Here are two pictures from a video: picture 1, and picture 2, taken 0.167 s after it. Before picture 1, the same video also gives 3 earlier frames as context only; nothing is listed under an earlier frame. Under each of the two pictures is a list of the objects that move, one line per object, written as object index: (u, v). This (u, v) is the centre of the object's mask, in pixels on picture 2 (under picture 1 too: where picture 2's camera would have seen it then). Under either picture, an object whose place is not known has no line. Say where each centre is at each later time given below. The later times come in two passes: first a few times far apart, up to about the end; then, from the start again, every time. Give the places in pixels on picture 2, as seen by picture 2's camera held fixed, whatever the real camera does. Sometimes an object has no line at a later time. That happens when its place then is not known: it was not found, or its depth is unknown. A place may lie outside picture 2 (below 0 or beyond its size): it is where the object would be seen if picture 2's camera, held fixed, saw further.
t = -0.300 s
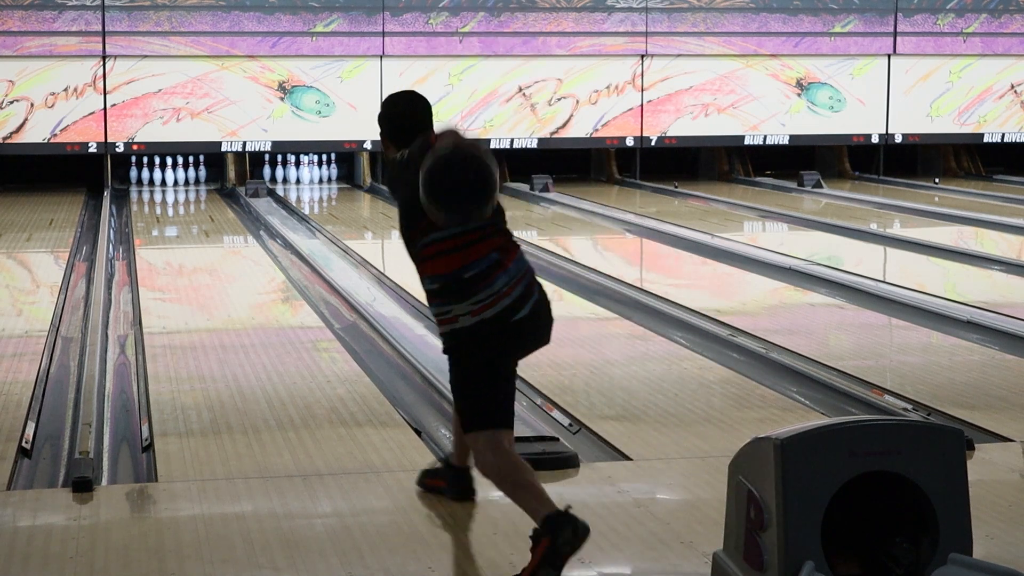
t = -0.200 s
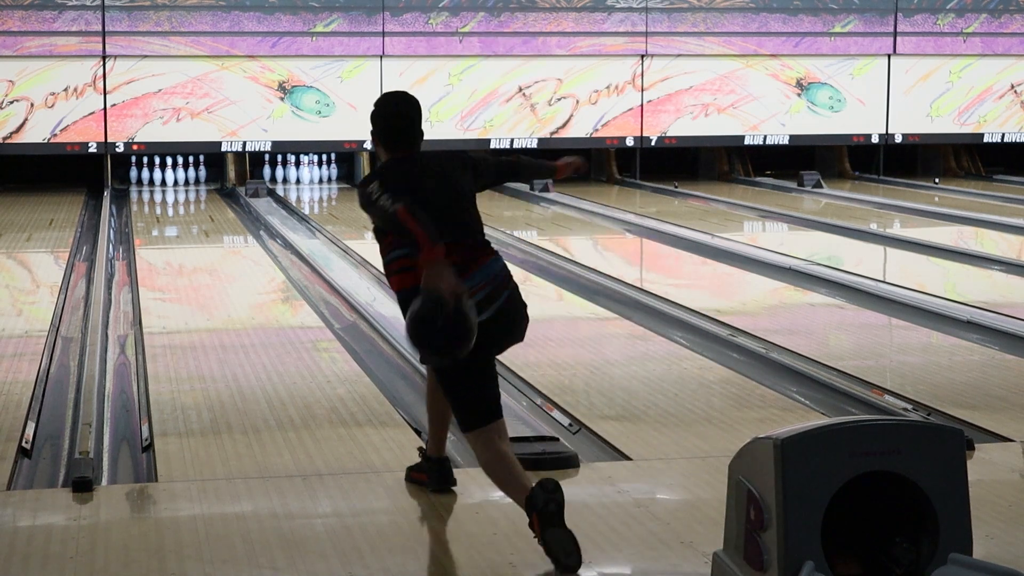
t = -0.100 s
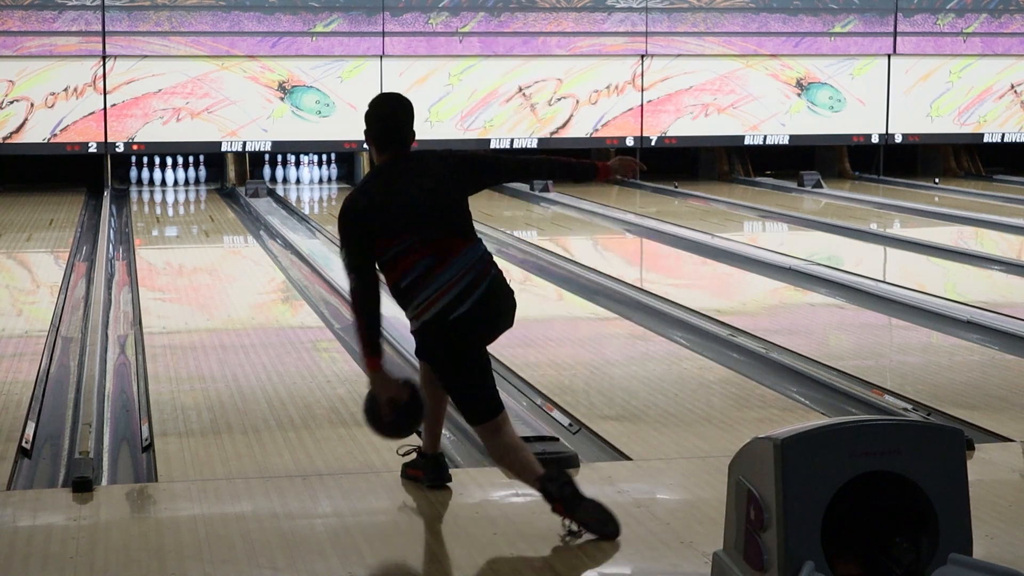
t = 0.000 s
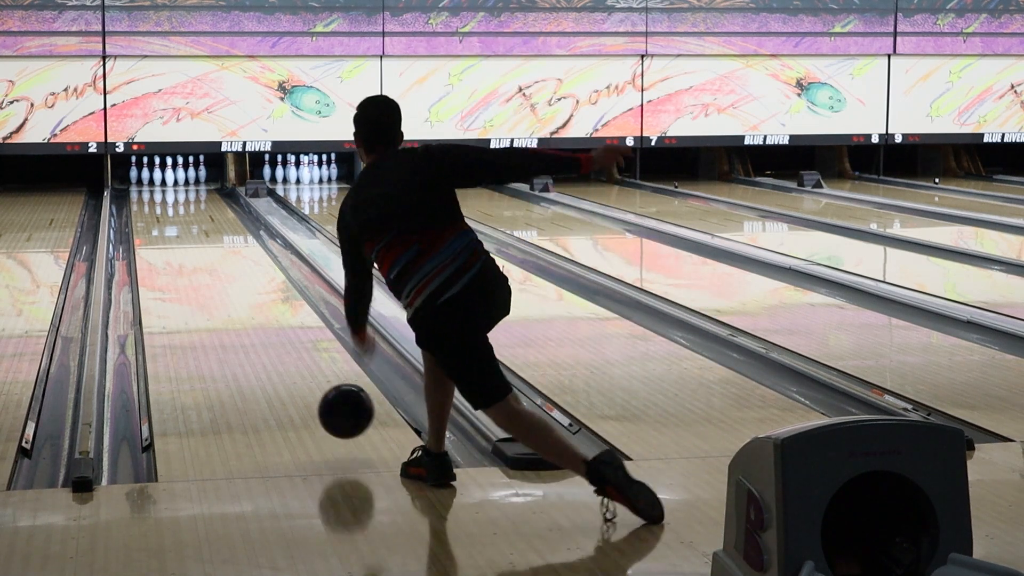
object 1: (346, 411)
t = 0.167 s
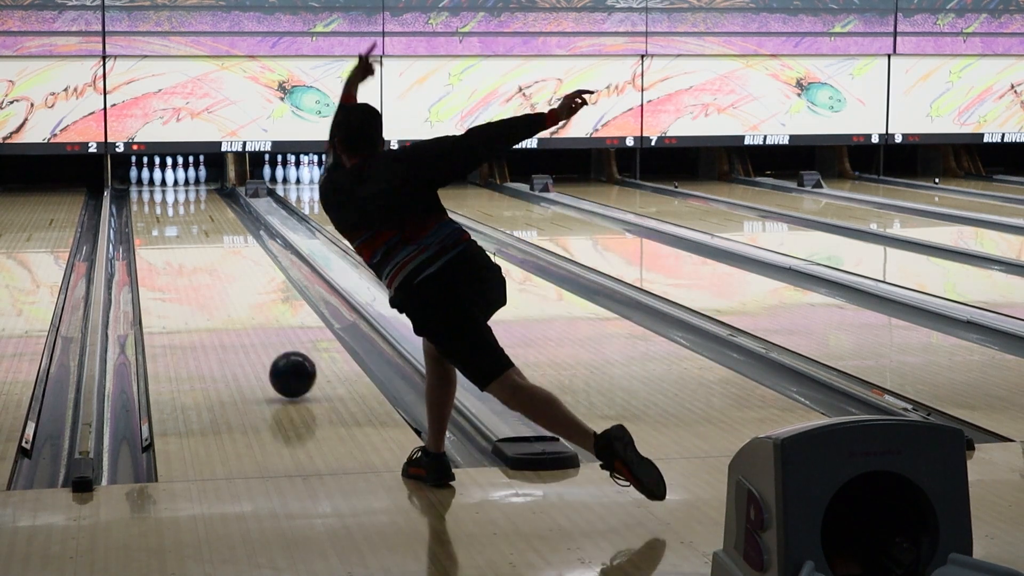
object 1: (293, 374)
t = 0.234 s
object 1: (276, 359)
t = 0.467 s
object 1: (230, 311)
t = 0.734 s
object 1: (196, 273)
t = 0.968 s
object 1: (176, 248)
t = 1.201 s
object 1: (160, 229)
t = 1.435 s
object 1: (149, 214)
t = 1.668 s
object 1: (145, 202)
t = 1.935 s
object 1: (149, 191)
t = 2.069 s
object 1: (154, 186)
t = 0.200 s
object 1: (284, 367)
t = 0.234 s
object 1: (276, 359)
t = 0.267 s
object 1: (268, 351)
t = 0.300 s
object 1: (261, 343)
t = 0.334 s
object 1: (254, 336)
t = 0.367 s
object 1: (248, 329)
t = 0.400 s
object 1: (241, 323)
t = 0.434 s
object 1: (236, 316)
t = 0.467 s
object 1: (230, 311)
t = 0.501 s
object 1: (225, 305)
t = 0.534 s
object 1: (221, 300)
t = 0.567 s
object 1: (216, 295)
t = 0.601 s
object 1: (212, 290)
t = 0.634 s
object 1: (207, 285)
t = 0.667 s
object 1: (203, 281)
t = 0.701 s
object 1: (200, 277)
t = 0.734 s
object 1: (196, 273)
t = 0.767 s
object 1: (193, 269)
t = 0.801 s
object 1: (190, 265)
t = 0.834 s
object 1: (186, 261)
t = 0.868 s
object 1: (184, 257)
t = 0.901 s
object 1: (181, 254)
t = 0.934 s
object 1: (178, 251)
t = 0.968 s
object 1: (176, 248)
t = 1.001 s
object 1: (173, 245)
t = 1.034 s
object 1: (171, 242)
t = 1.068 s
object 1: (169, 239)
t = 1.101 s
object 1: (166, 236)
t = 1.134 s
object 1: (164, 234)
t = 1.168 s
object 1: (162, 231)
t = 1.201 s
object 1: (160, 229)
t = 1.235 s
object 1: (158, 226)
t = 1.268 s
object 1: (157, 224)
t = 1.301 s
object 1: (155, 222)
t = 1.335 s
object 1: (153, 220)
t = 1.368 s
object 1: (152, 218)
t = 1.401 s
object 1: (151, 216)
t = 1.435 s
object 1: (149, 214)
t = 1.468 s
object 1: (148, 212)
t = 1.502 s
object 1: (147, 210)
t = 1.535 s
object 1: (147, 208)
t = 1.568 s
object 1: (146, 207)
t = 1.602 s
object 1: (145, 205)
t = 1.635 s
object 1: (145, 203)
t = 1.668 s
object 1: (145, 202)
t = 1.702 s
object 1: (145, 200)
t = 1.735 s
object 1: (145, 199)
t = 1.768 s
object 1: (145, 197)
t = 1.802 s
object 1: (146, 196)
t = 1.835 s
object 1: (146, 194)
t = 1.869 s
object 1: (147, 193)
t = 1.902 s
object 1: (148, 192)
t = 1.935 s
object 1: (149, 191)
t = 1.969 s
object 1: (150, 190)
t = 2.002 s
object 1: (151, 188)
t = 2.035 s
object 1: (153, 187)
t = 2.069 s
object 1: (154, 186)
